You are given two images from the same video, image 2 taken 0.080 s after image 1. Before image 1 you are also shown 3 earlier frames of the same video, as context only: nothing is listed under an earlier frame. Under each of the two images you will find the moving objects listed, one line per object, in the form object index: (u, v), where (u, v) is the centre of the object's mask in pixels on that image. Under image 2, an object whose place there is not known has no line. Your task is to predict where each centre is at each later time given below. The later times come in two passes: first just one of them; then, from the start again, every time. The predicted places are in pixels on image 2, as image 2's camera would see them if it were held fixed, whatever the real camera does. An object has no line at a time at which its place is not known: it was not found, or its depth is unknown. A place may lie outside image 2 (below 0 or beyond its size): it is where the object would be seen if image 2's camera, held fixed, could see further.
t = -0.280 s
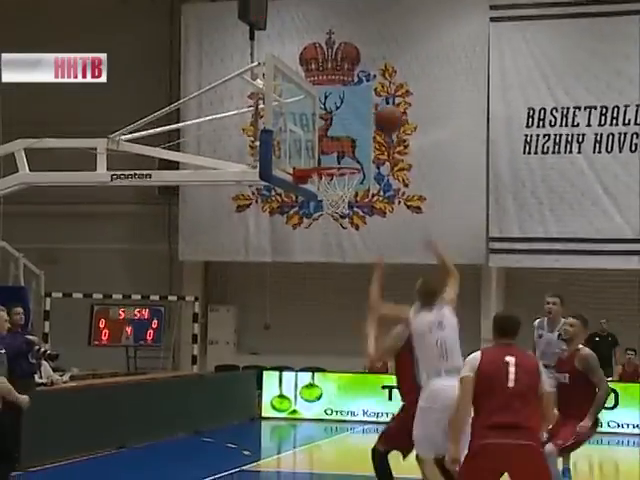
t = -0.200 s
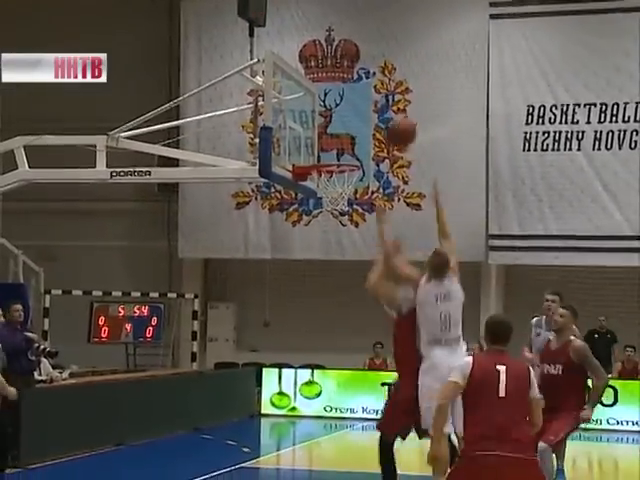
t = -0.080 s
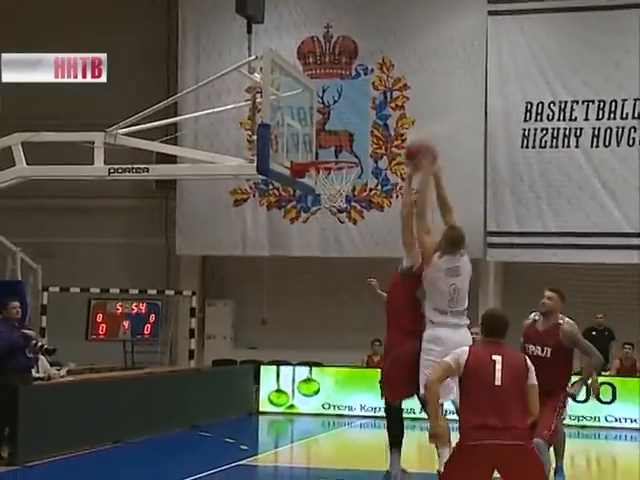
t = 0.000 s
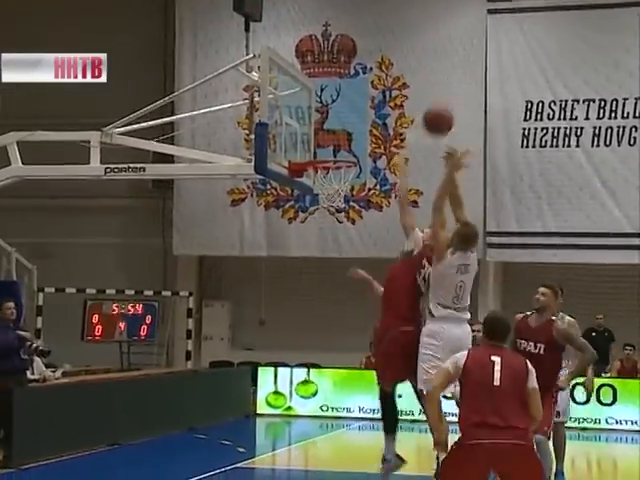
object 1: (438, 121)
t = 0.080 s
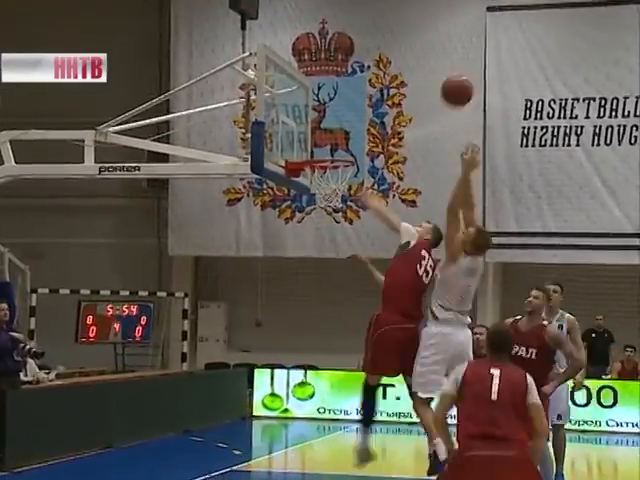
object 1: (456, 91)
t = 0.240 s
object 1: (497, 59)
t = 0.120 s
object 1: (464, 81)
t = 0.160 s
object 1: (475, 71)
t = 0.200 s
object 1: (484, 64)
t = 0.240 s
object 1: (497, 59)
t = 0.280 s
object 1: (512, 56)
